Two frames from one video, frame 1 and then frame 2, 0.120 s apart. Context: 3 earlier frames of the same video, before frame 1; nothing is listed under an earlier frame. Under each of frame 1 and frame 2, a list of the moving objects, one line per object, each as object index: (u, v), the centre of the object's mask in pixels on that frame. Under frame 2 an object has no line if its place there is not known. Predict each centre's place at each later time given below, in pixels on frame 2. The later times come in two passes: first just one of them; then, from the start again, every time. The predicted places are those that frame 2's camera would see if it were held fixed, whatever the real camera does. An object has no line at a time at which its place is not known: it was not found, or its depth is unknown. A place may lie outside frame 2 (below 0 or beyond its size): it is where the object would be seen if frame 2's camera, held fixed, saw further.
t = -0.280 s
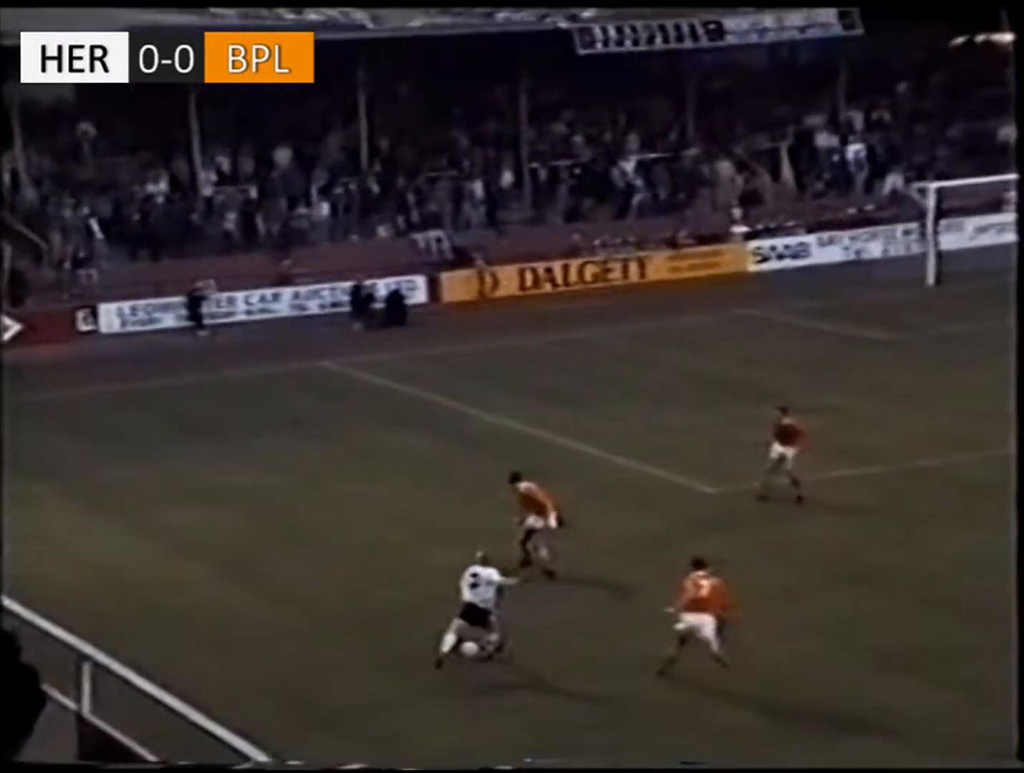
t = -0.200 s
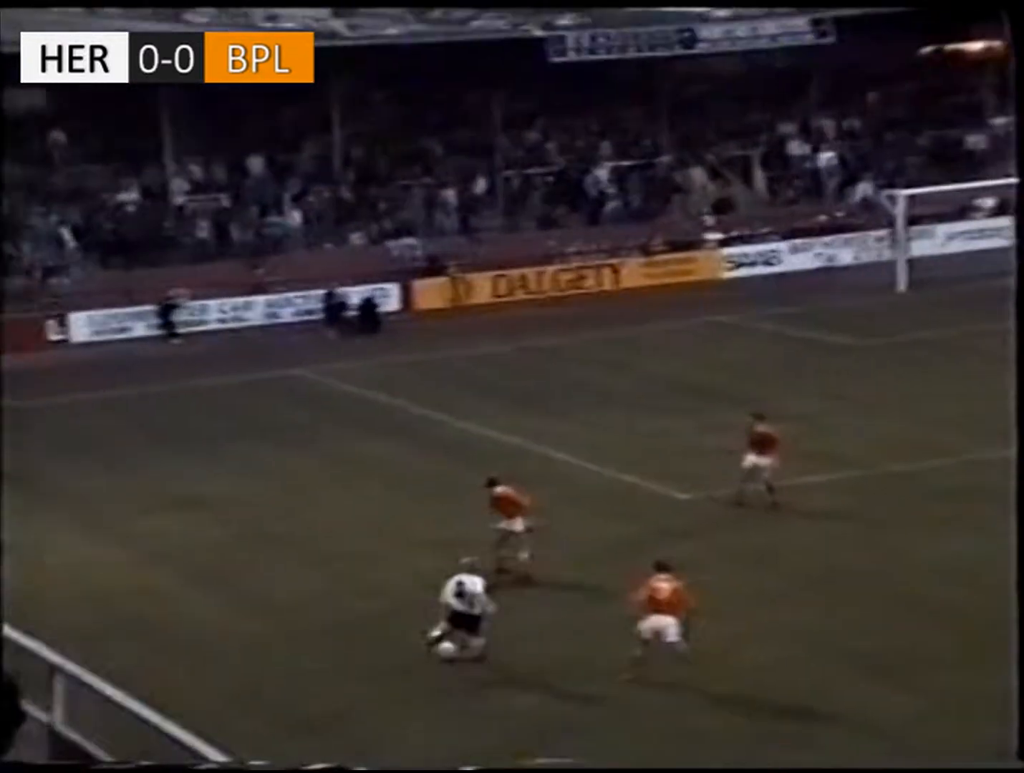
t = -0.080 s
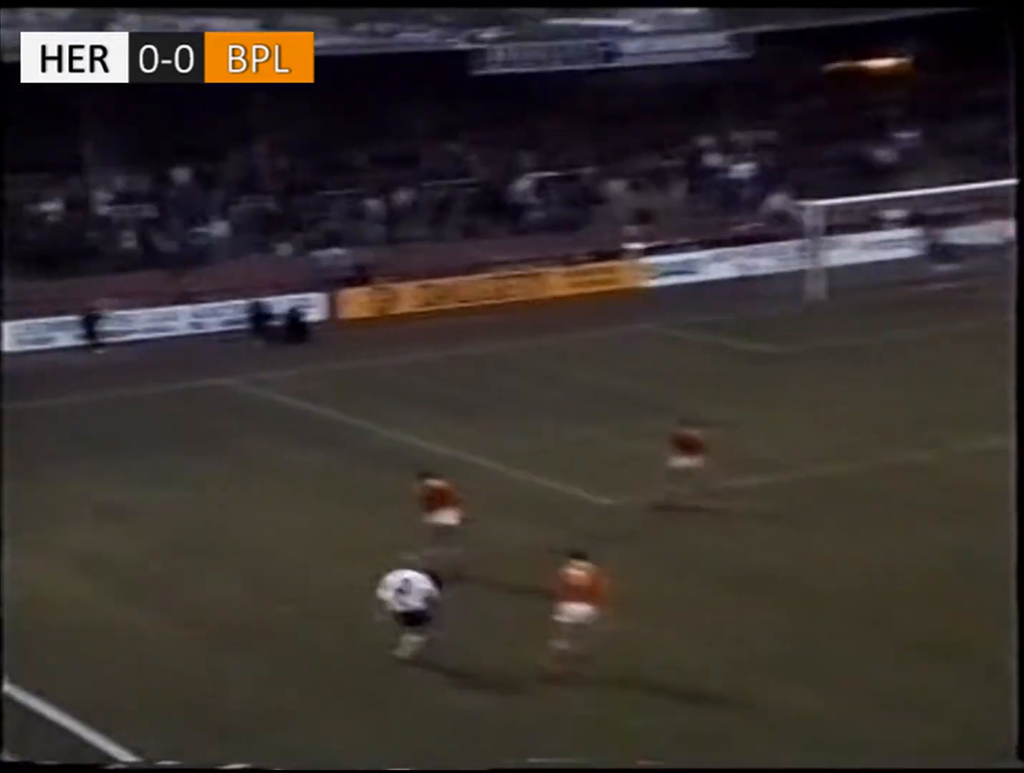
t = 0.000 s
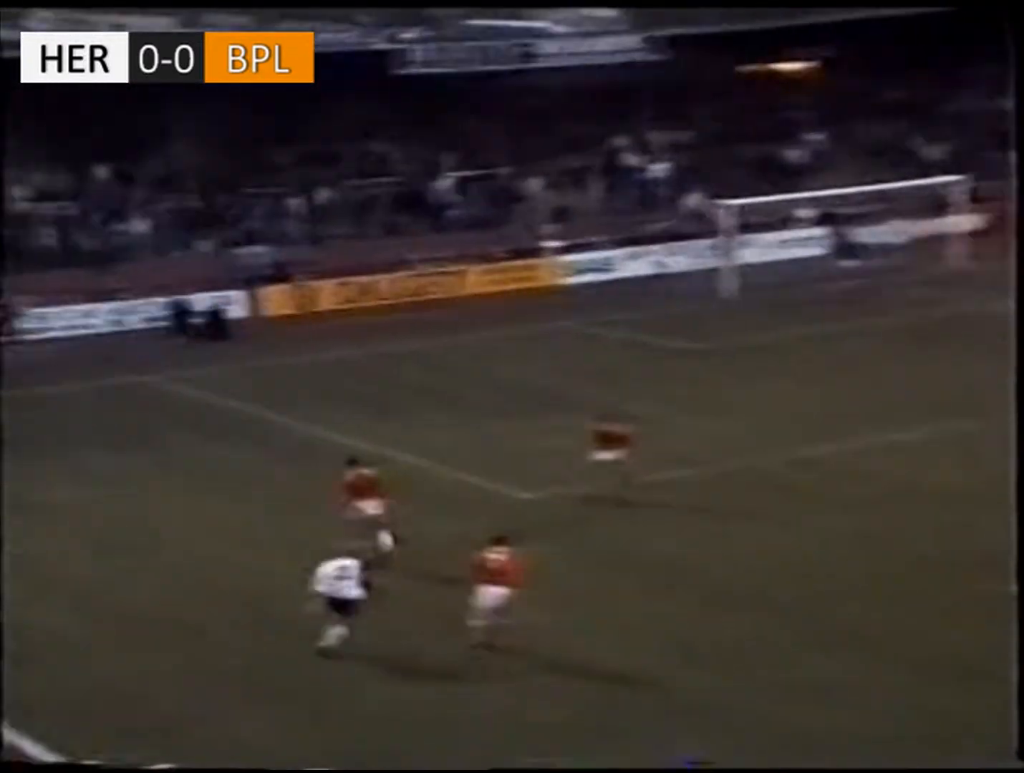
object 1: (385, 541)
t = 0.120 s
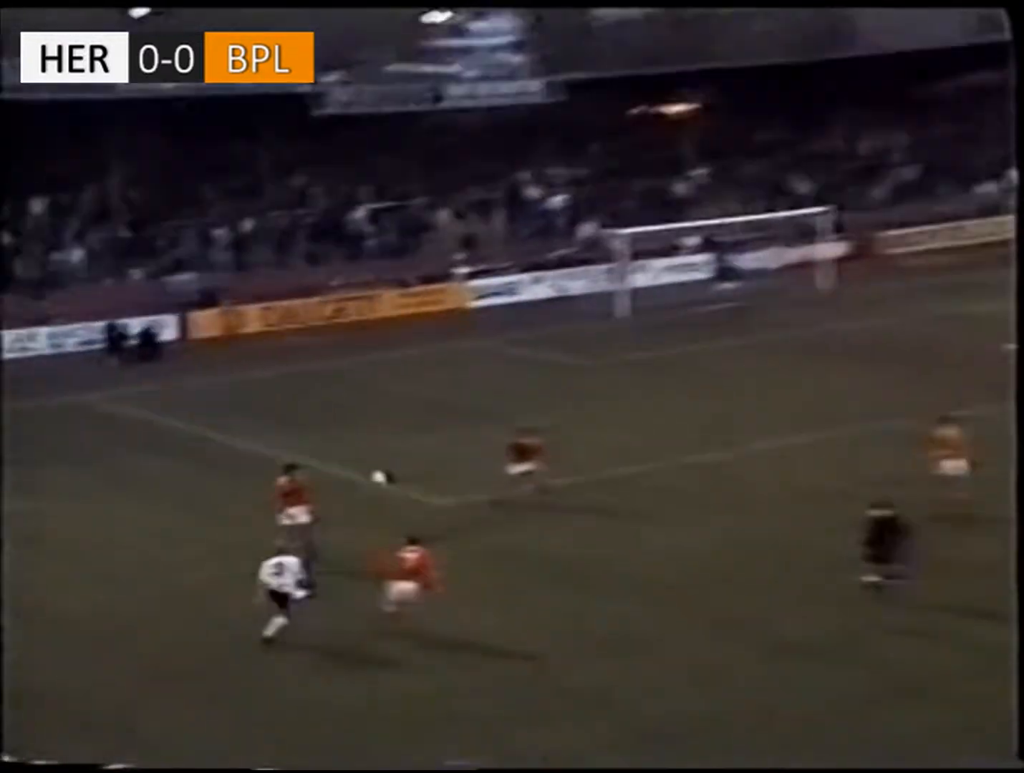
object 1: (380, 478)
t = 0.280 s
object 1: (465, 417)
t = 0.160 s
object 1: (400, 459)
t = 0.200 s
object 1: (424, 443)
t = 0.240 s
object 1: (444, 429)
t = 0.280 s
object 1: (465, 417)
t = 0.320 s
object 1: (485, 405)
